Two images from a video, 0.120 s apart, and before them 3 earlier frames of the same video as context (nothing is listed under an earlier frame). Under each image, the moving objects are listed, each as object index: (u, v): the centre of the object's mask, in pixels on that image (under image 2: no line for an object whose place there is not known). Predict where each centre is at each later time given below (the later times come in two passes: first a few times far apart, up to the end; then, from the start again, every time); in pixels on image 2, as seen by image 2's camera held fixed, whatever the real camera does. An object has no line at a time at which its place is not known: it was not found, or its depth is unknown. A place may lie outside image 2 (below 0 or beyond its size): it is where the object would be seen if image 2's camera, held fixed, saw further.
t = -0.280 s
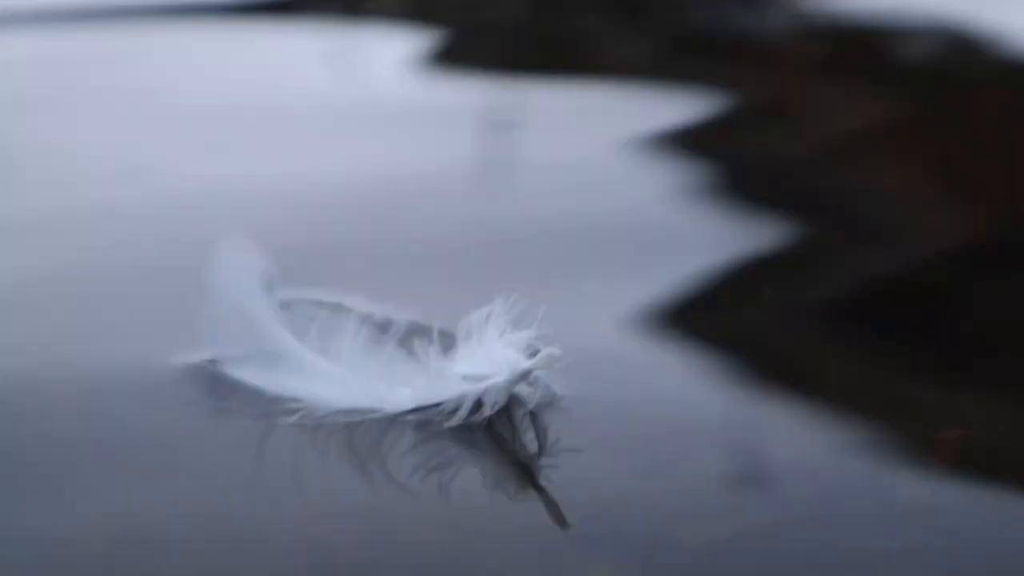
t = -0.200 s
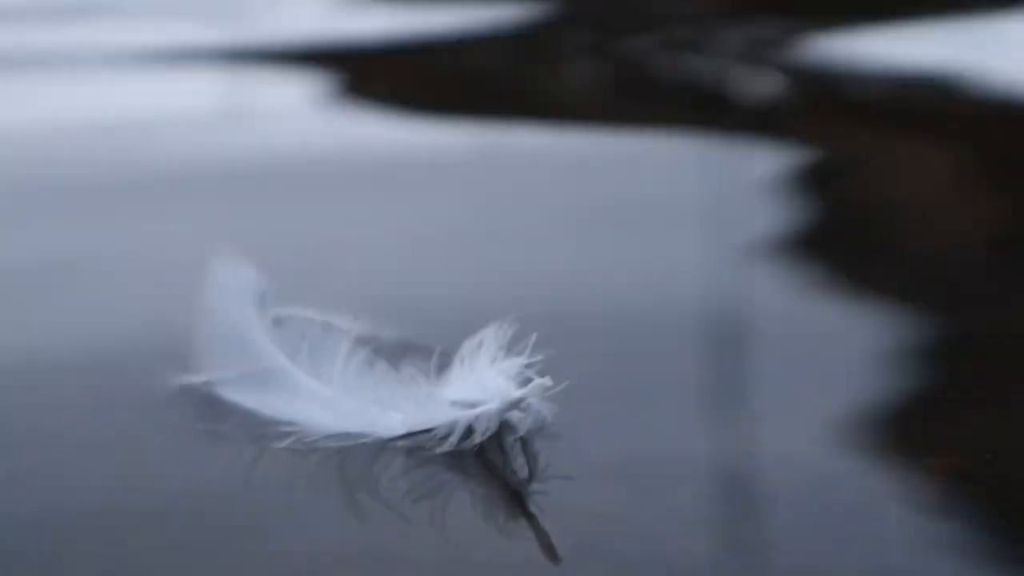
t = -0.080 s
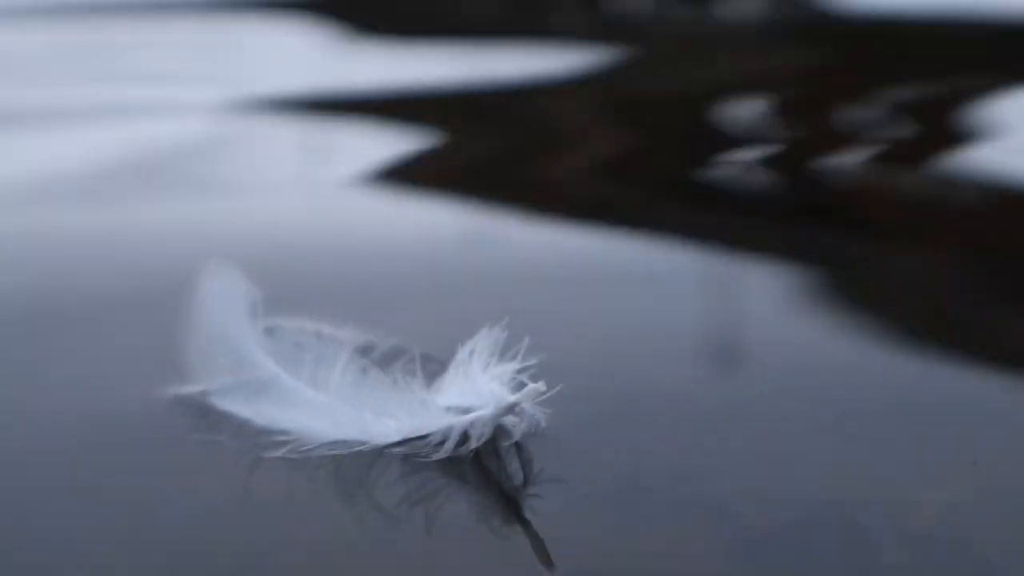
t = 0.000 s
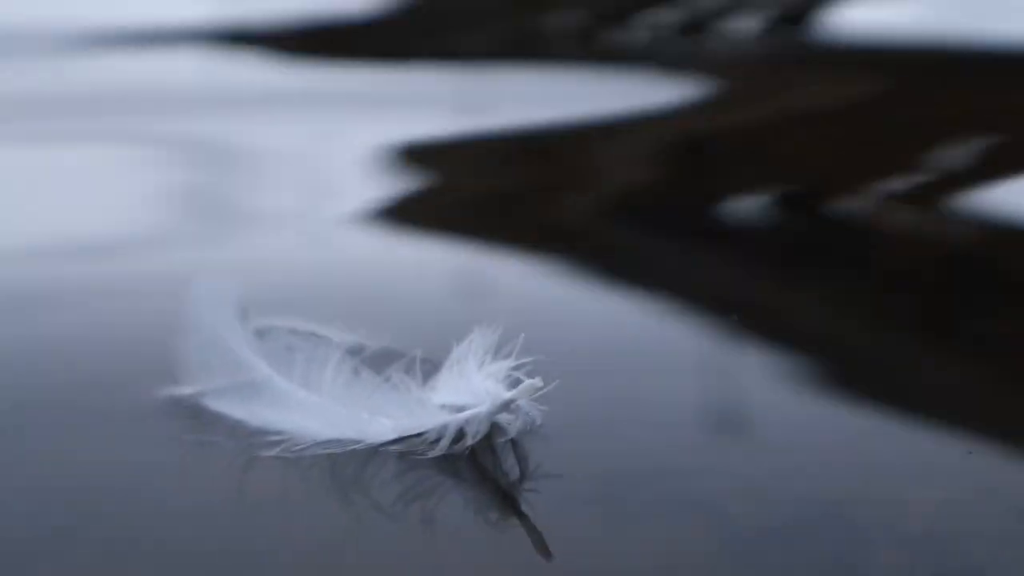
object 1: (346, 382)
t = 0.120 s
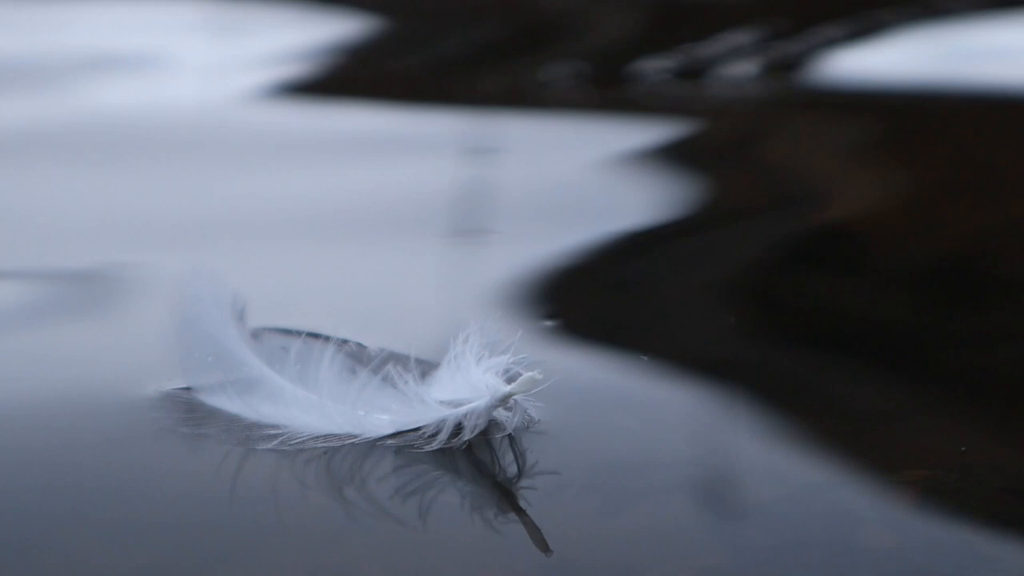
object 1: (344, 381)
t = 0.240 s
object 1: (340, 376)
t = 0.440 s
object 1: (343, 382)
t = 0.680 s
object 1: (339, 377)
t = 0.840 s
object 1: (340, 381)
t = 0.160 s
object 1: (344, 381)
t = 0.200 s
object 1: (343, 377)
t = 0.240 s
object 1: (340, 376)
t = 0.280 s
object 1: (341, 376)
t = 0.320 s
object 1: (337, 377)
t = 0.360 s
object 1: (340, 377)
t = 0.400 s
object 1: (342, 379)
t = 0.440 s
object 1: (343, 382)
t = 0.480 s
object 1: (344, 382)
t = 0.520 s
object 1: (350, 380)
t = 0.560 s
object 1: (348, 381)
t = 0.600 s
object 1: (342, 378)
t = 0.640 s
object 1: (344, 376)
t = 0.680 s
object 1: (339, 377)
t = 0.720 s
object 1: (341, 378)
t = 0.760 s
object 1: (342, 380)
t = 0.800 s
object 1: (343, 380)
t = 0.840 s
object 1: (340, 381)
